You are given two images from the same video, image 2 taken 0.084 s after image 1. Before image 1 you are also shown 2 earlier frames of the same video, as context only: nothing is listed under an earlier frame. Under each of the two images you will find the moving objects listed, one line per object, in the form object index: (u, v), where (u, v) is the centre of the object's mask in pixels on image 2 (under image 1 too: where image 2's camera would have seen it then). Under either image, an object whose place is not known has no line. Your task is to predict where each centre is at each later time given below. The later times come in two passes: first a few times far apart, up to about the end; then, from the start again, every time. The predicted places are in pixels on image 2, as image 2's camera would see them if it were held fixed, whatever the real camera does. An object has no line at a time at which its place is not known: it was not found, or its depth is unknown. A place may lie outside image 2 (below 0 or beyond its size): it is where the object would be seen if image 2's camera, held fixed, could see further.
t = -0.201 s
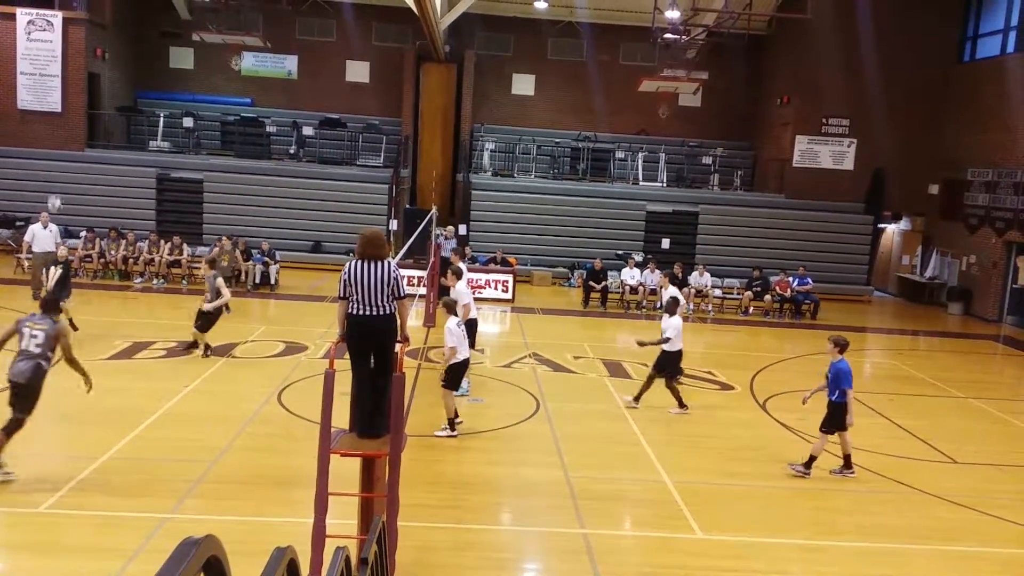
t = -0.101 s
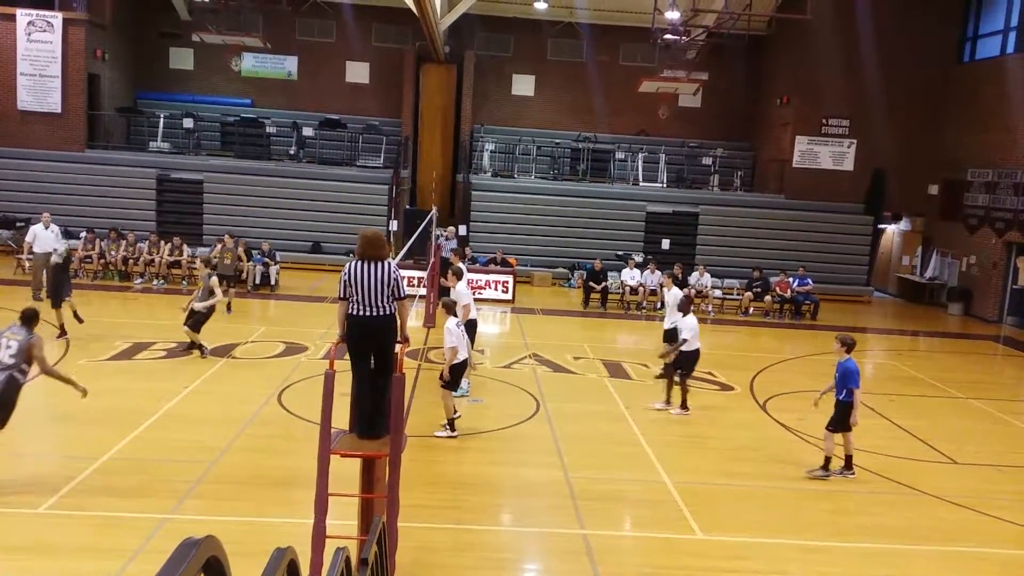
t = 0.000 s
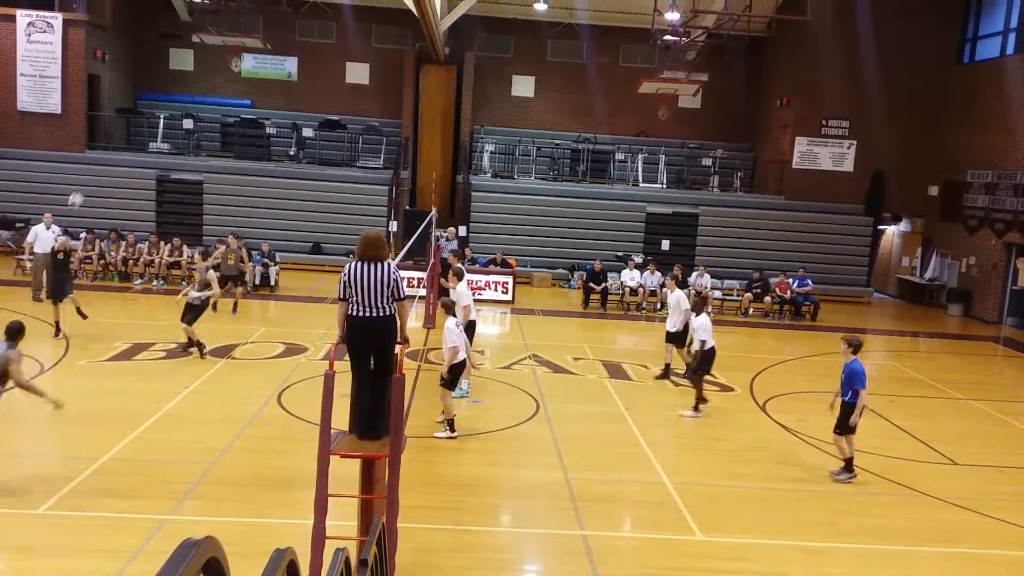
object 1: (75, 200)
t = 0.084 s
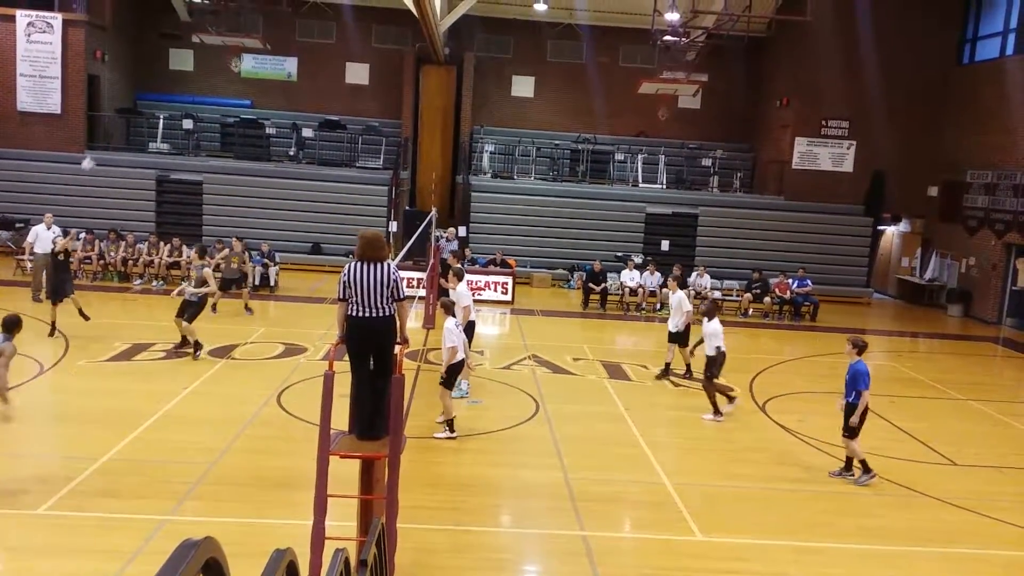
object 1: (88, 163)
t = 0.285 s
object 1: (118, 98)
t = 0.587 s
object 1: (160, 48)
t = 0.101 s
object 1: (90, 158)
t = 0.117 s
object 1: (93, 152)
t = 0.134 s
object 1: (95, 145)
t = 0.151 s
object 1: (98, 140)
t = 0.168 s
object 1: (101, 134)
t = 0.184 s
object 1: (103, 127)
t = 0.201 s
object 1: (106, 122)
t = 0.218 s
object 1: (109, 117)
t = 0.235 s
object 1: (111, 112)
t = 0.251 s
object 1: (113, 107)
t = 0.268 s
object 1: (116, 102)
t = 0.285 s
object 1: (118, 98)
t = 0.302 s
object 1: (120, 93)
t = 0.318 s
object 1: (122, 89)
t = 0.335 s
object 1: (125, 85)
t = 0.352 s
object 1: (127, 82)
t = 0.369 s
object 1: (130, 78)
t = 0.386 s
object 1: (132, 75)
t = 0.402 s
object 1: (135, 71)
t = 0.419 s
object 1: (137, 68)
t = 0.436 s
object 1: (140, 65)
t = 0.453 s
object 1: (142, 63)
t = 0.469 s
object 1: (145, 60)
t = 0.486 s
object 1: (146, 58)
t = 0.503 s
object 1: (149, 56)
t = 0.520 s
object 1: (151, 54)
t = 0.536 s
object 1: (153, 52)
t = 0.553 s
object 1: (156, 51)
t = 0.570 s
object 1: (157, 49)
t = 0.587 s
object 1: (160, 48)
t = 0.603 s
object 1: (162, 46)
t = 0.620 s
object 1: (164, 46)
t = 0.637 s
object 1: (167, 44)
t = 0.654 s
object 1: (169, 43)
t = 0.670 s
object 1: (171, 43)
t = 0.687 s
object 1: (173, 43)
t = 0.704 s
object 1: (175, 43)
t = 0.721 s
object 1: (178, 43)
